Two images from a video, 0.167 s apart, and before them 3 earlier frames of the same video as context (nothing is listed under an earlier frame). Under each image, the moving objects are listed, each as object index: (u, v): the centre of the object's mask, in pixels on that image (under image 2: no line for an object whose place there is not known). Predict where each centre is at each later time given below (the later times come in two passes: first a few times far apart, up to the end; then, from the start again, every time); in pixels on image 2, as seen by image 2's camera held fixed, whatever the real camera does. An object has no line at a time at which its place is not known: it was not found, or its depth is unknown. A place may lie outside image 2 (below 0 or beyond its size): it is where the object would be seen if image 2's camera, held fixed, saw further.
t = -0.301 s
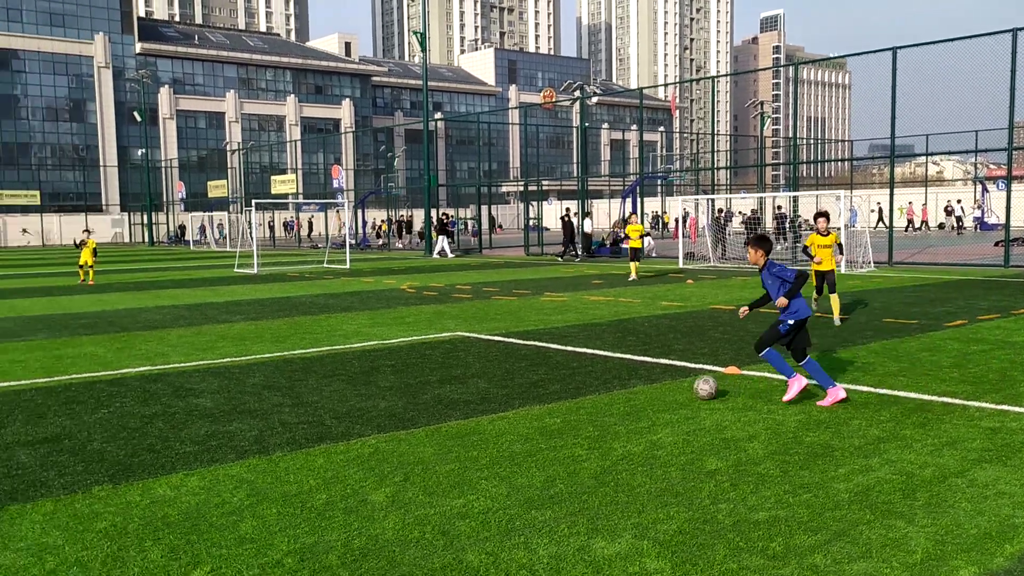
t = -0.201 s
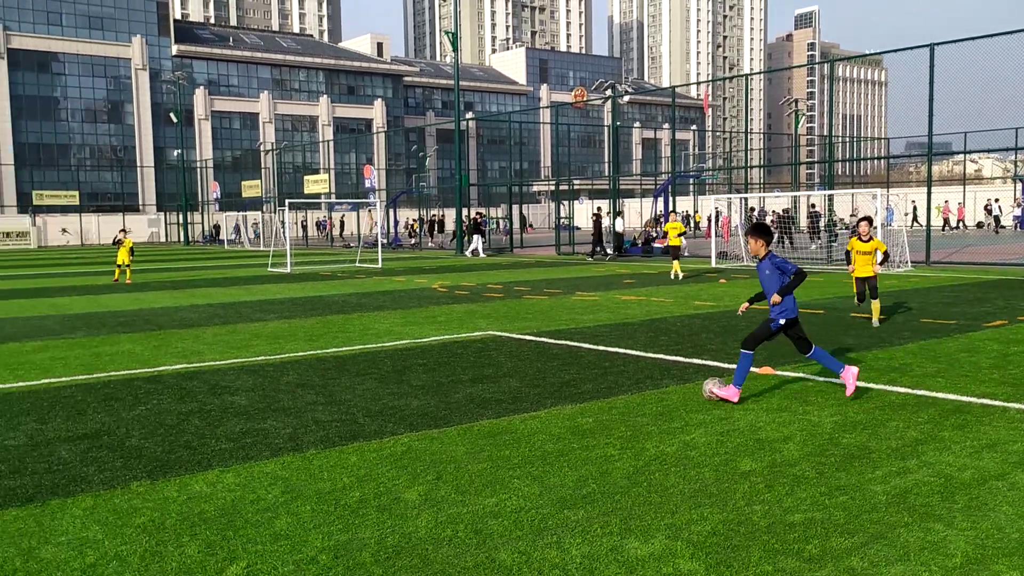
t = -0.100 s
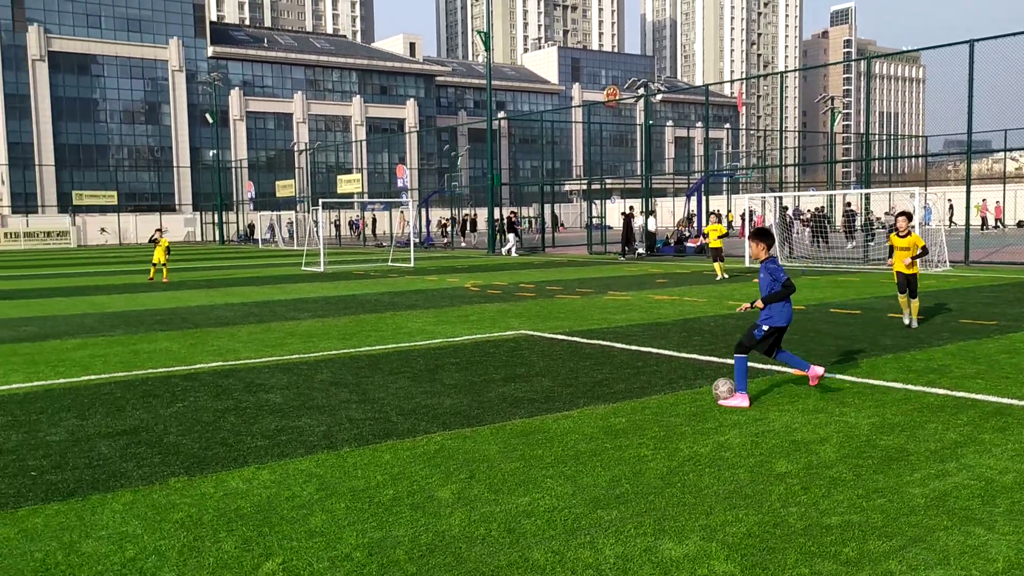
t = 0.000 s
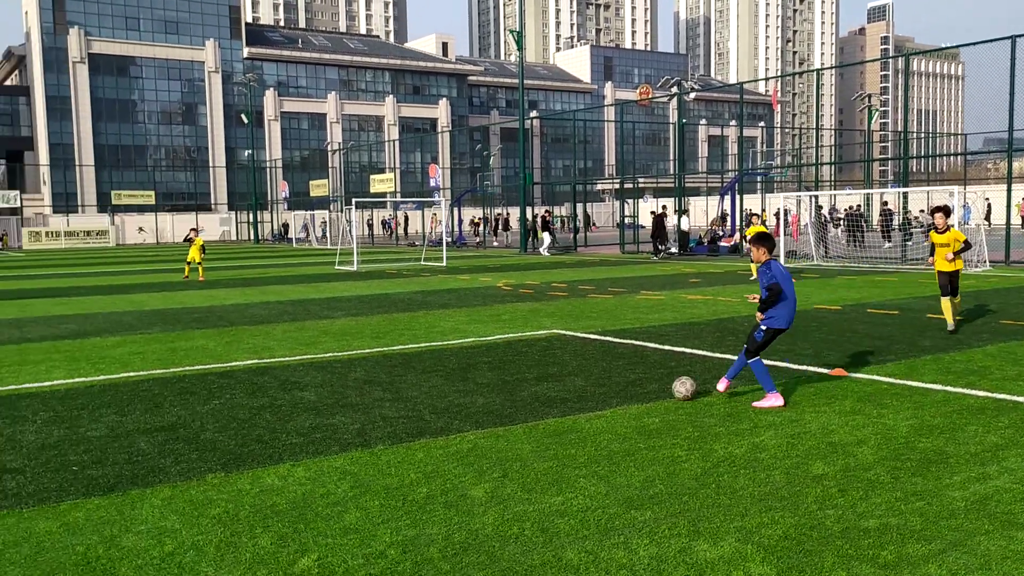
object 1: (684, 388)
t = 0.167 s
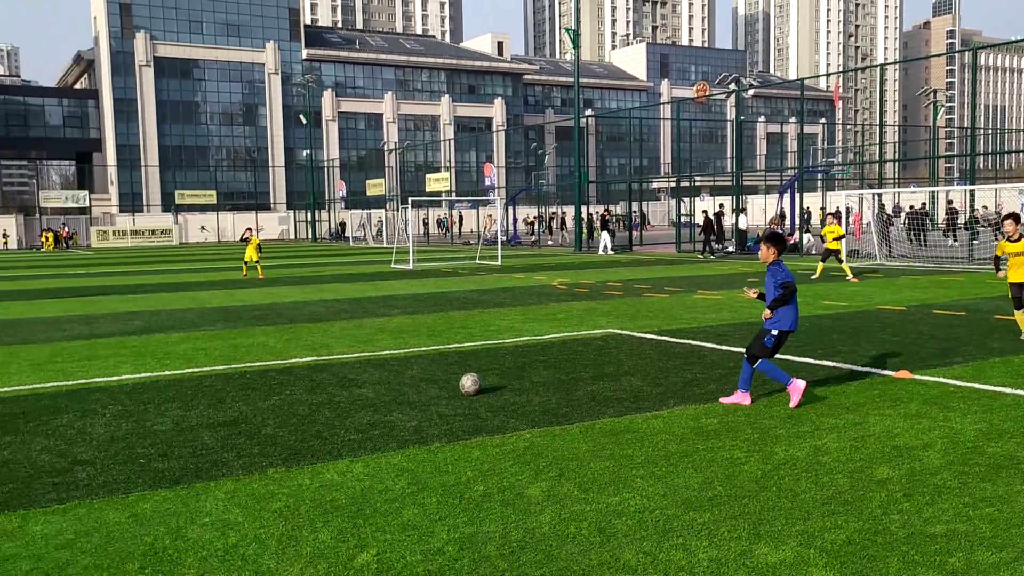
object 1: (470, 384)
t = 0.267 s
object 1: (340, 374)
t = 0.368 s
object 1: (221, 375)
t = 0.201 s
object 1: (425, 381)
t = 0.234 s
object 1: (383, 376)
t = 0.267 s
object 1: (340, 374)
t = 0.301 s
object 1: (300, 373)
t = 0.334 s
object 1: (261, 374)
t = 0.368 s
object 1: (221, 375)
